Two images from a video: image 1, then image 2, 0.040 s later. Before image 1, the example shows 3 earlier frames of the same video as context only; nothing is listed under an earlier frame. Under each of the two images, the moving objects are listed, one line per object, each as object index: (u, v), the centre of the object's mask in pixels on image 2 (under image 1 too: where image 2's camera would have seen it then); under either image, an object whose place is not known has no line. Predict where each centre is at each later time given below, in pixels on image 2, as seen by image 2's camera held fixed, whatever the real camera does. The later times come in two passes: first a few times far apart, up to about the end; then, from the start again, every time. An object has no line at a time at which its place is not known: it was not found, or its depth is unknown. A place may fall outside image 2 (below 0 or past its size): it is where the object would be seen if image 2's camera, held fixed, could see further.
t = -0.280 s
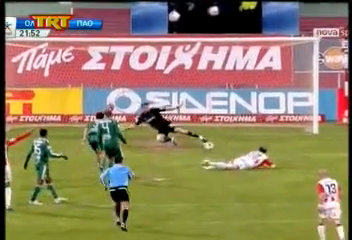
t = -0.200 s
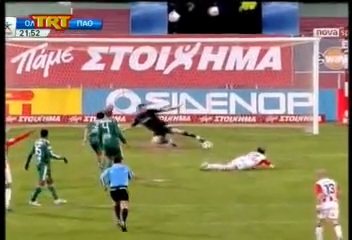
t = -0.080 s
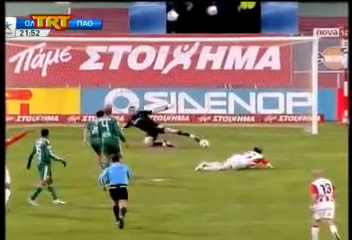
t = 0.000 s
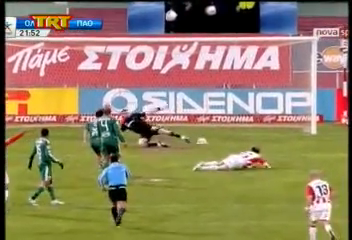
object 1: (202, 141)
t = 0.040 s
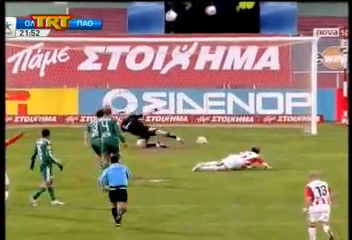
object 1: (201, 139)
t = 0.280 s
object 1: (199, 132)
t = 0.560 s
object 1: (198, 128)
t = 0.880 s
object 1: (198, 123)
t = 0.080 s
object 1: (201, 138)
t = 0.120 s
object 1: (201, 137)
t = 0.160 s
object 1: (200, 135)
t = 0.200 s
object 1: (200, 133)
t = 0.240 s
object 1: (199, 132)
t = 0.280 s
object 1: (199, 132)
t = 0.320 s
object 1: (199, 131)
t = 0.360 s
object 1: (198, 130)
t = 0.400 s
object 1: (198, 130)
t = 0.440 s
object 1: (198, 130)
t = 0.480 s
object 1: (198, 129)
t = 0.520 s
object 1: (198, 129)
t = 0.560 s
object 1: (198, 128)
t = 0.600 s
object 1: (198, 128)
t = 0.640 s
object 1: (198, 127)
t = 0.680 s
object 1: (198, 126)
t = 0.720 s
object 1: (198, 125)
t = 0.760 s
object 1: (198, 124)
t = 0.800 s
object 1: (198, 124)
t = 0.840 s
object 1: (198, 123)
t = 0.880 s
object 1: (198, 123)
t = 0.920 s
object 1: (198, 122)
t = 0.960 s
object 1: (198, 122)
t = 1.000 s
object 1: (198, 118)
